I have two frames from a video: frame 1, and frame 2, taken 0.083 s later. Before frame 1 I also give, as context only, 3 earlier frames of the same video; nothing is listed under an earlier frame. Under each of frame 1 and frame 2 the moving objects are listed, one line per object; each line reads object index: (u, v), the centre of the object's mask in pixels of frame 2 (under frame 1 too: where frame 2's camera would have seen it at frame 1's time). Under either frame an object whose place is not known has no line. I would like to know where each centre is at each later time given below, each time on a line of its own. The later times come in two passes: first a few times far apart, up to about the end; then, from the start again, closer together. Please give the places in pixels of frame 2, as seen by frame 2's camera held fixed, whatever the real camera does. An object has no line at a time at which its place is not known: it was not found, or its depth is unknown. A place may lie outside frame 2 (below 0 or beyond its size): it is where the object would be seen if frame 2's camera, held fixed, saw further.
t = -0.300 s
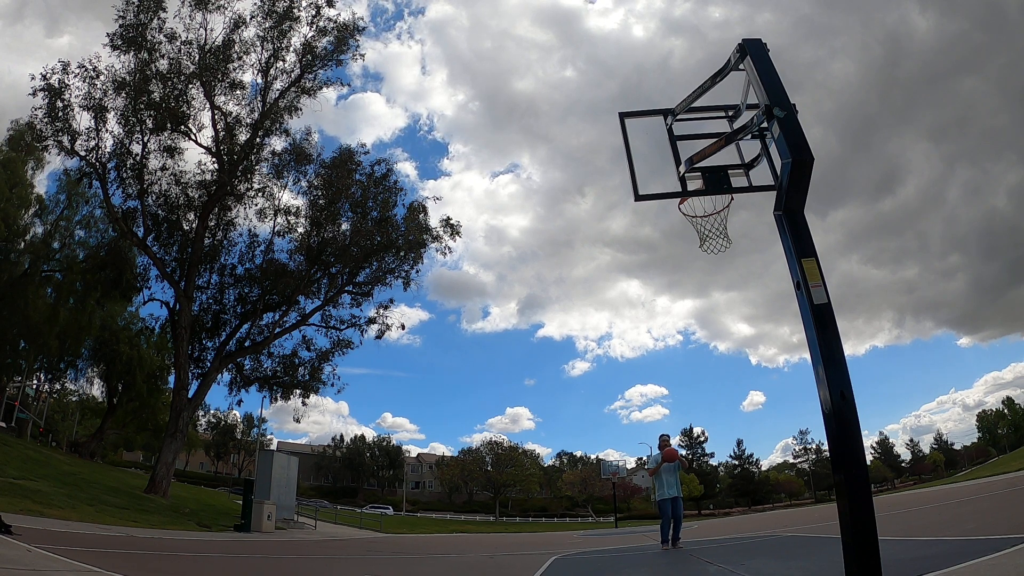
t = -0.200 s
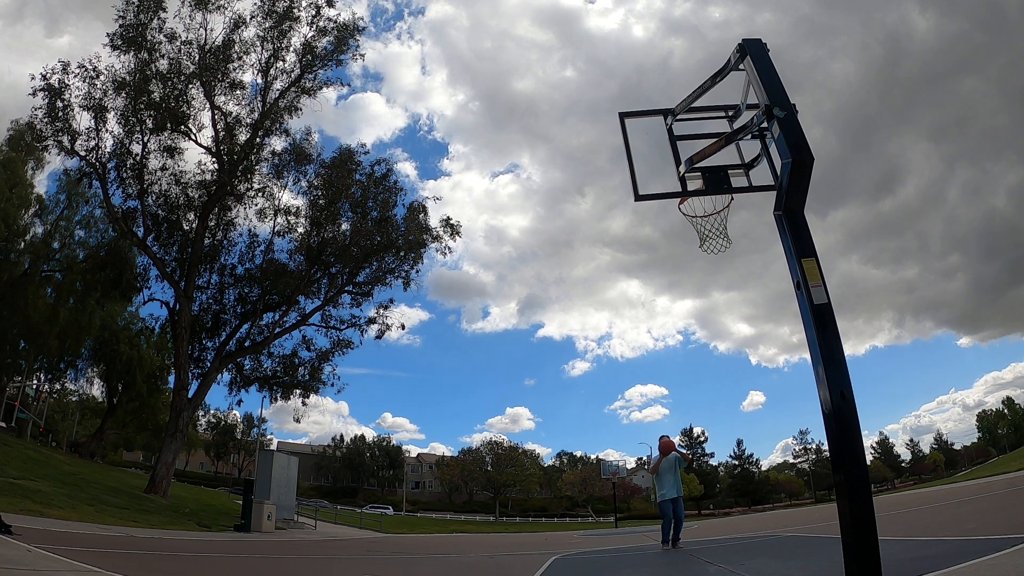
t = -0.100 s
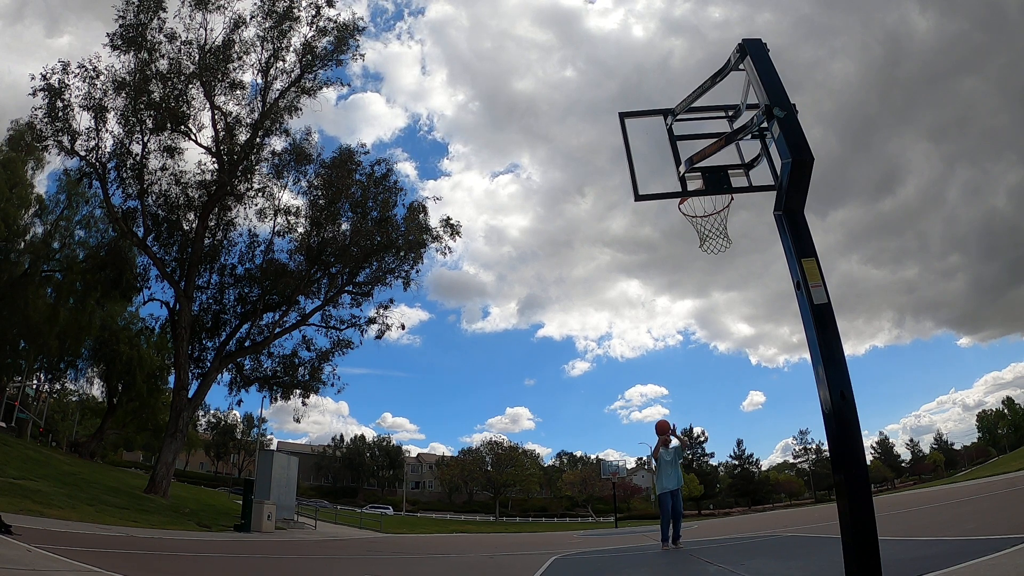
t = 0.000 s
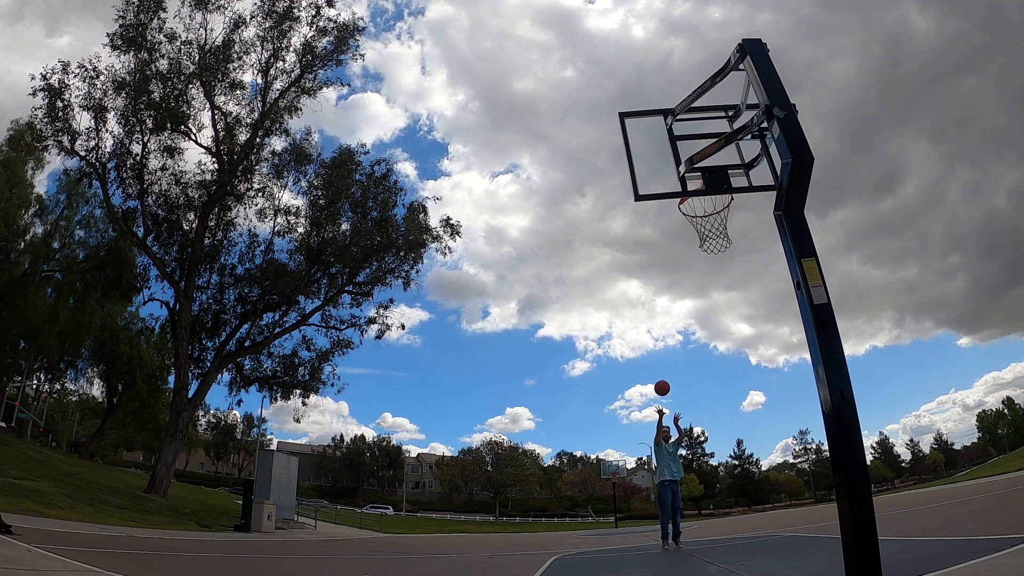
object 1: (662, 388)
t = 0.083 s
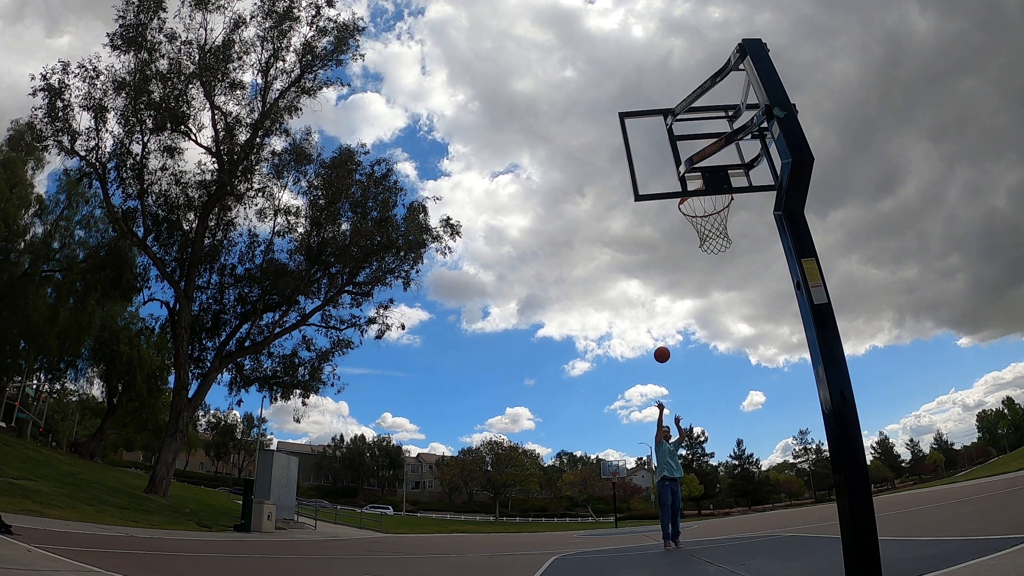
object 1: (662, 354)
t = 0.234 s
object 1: (663, 301)
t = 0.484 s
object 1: (669, 234)
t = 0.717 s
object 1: (684, 203)
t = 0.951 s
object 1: (711, 223)
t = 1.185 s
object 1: (712, 240)
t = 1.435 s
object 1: (719, 291)
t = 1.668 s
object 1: (738, 412)
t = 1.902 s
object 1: (750, 540)
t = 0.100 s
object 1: (662, 348)
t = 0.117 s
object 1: (662, 342)
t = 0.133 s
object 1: (662, 336)
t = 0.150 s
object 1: (662, 330)
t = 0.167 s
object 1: (662, 324)
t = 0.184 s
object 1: (662, 318)
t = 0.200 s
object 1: (662, 312)
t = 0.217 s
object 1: (663, 307)
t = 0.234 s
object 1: (663, 301)
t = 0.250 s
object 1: (663, 296)
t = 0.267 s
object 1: (663, 291)
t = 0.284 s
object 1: (663, 285)
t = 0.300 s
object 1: (664, 280)
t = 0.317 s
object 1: (664, 276)
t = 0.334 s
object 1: (664, 271)
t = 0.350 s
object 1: (665, 266)
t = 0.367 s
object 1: (665, 262)
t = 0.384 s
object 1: (665, 257)
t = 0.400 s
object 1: (666, 253)
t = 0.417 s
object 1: (666, 249)
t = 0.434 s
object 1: (667, 245)
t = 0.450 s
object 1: (667, 241)
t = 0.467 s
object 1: (668, 237)
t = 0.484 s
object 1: (669, 234)
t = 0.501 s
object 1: (669, 230)
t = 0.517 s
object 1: (670, 227)
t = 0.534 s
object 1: (671, 224)
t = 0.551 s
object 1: (672, 220)
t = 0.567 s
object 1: (672, 218)
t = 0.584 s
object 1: (673, 215)
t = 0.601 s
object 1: (674, 212)
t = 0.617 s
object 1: (676, 210)
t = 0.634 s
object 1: (677, 208)
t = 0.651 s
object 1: (678, 206)
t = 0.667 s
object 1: (679, 206)
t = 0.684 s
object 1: (681, 205)
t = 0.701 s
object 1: (682, 204)
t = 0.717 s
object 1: (684, 203)
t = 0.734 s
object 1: (686, 202)
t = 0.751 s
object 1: (688, 202)
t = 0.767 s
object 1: (689, 202)
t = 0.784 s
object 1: (692, 201)
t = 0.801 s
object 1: (694, 201)
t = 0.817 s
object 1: (697, 201)
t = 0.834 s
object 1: (699, 201)
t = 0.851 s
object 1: (701, 201)
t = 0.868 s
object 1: (702, 196)
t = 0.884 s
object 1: (704, 198)
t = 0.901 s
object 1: (708, 203)
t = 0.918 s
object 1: (709, 207)
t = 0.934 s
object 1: (710, 214)
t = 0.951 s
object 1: (711, 223)
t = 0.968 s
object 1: (713, 230)
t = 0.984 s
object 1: (713, 236)
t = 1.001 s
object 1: (714, 240)
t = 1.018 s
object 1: (714, 240)
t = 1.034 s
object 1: (713, 240)
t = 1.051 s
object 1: (713, 239)
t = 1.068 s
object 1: (713, 238)
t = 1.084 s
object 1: (713, 238)
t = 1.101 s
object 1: (712, 238)
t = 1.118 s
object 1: (712, 238)
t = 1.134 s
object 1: (712, 238)
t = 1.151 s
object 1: (712, 238)
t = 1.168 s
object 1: (712, 239)
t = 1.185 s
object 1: (712, 240)
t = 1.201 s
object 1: (712, 242)
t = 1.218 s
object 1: (712, 243)
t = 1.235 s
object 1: (712, 245)
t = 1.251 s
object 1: (712, 247)
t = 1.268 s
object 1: (713, 250)
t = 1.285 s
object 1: (713, 252)
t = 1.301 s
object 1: (714, 256)
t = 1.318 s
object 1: (714, 259)
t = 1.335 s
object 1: (715, 263)
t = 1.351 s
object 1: (715, 267)
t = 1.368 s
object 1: (716, 271)
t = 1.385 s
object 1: (717, 275)
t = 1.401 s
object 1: (718, 280)
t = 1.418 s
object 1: (718, 286)
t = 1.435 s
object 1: (719, 291)
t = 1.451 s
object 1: (720, 297)
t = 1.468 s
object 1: (721, 303)
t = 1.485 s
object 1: (722, 310)
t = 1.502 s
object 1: (724, 317)
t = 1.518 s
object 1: (725, 325)
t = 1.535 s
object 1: (726, 333)
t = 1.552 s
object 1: (727, 341)
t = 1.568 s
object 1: (729, 350)
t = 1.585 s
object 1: (730, 359)
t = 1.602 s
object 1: (732, 369)
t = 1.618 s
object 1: (733, 379)
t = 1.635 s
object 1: (735, 390)
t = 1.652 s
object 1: (736, 401)
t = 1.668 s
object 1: (738, 412)
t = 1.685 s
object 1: (739, 424)
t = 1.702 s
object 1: (741, 437)
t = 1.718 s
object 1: (742, 450)
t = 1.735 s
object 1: (743, 464)
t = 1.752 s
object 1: (745, 478)
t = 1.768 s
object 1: (747, 492)
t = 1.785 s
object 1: (748, 507)
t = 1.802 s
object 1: (749, 522)
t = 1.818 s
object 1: (751, 538)
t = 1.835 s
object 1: (752, 554)
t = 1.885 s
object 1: (751, 551)
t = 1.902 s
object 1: (750, 540)
